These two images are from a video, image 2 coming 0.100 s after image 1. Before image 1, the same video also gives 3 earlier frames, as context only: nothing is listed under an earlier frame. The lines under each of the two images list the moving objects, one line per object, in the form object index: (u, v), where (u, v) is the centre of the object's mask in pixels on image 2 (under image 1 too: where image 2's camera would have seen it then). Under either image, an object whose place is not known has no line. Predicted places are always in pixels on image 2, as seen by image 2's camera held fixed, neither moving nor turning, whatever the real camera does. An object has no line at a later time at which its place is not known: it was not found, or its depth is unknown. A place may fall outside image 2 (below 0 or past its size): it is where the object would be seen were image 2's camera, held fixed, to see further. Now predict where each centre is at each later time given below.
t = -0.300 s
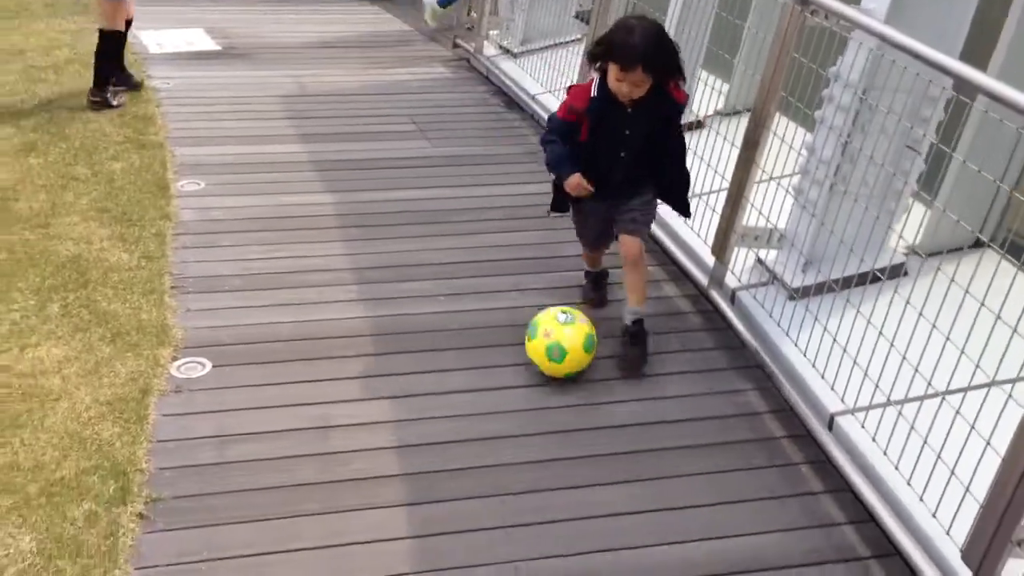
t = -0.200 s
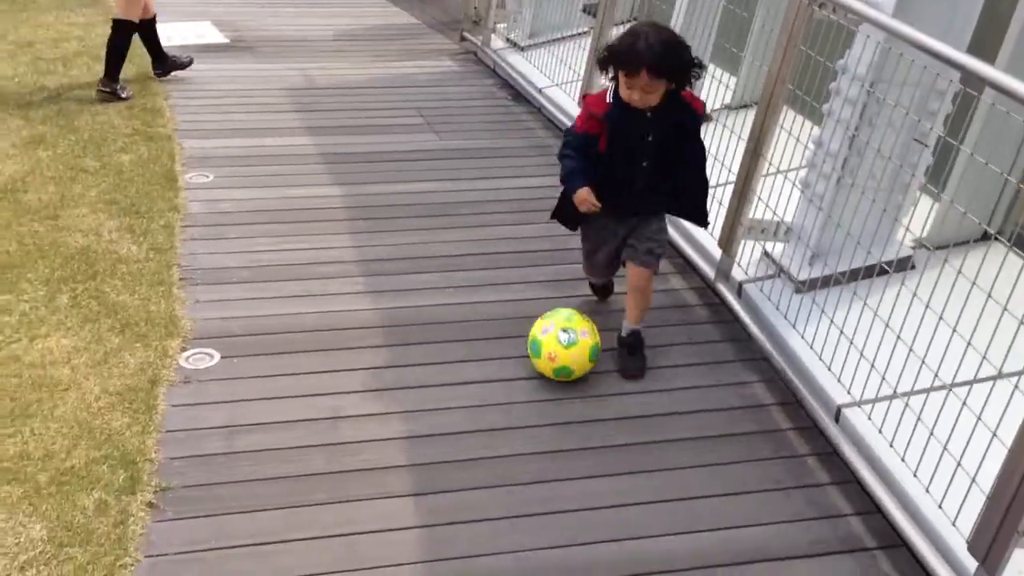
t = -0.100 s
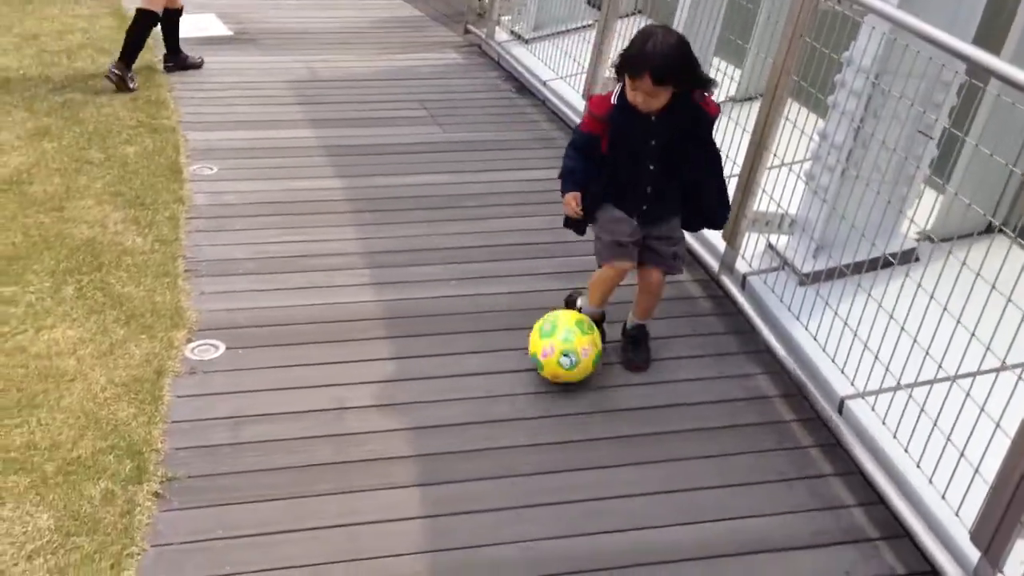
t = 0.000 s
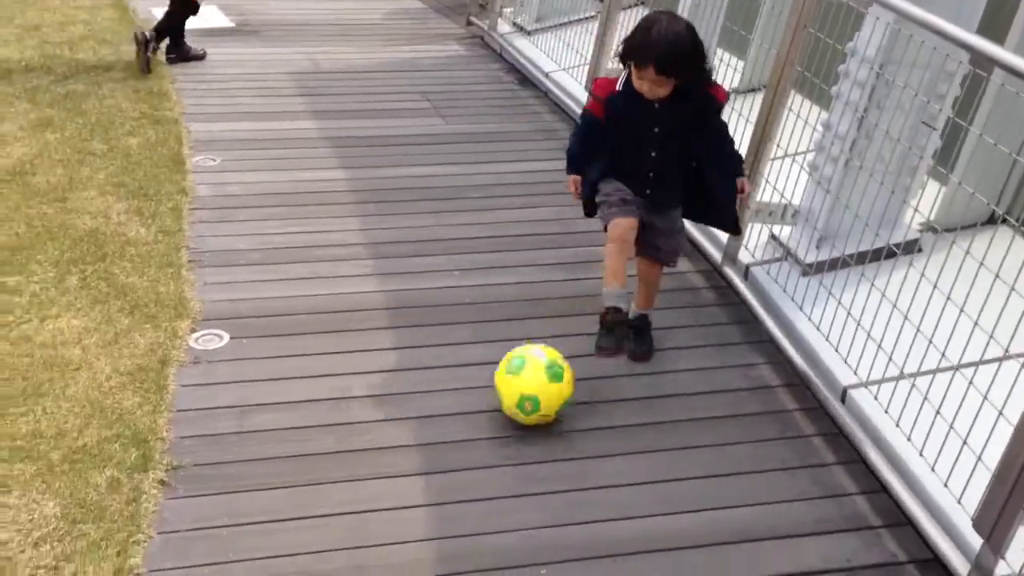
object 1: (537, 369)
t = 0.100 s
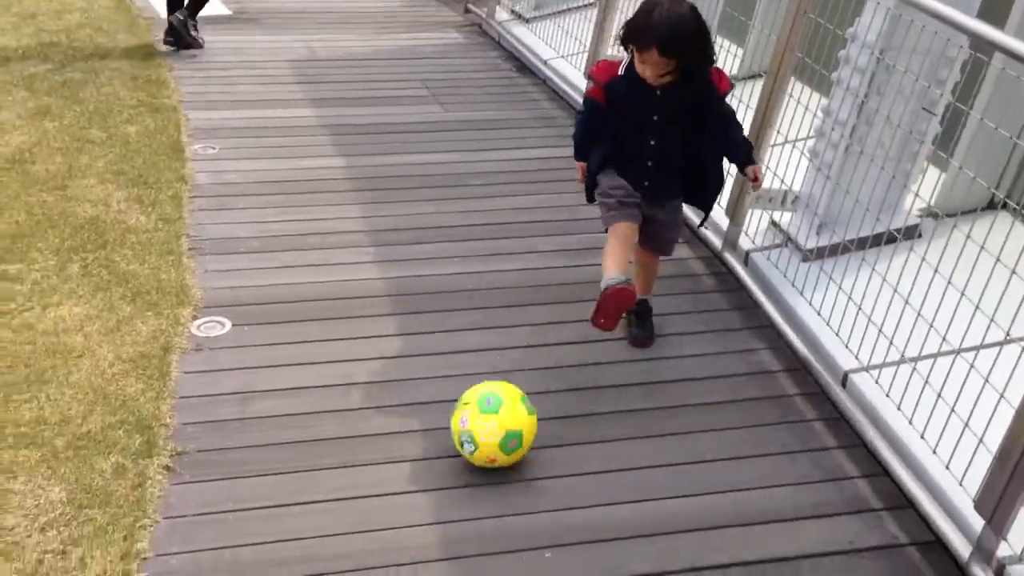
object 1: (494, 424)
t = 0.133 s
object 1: (479, 443)
